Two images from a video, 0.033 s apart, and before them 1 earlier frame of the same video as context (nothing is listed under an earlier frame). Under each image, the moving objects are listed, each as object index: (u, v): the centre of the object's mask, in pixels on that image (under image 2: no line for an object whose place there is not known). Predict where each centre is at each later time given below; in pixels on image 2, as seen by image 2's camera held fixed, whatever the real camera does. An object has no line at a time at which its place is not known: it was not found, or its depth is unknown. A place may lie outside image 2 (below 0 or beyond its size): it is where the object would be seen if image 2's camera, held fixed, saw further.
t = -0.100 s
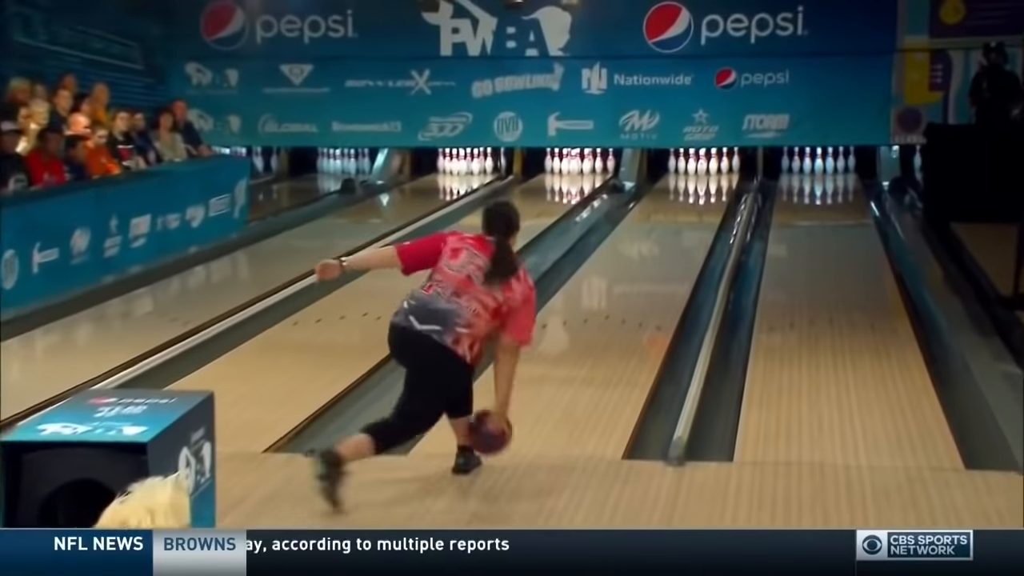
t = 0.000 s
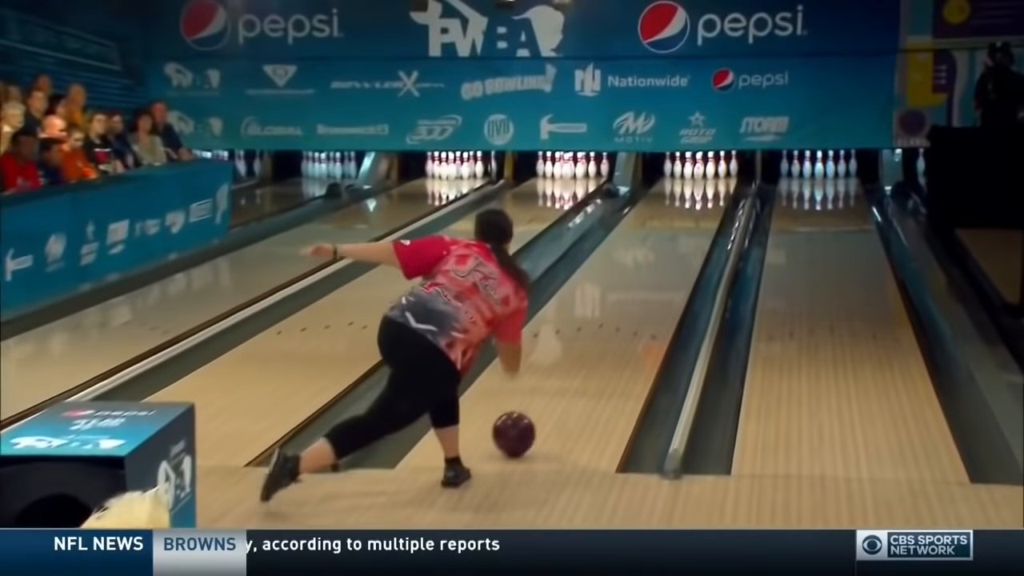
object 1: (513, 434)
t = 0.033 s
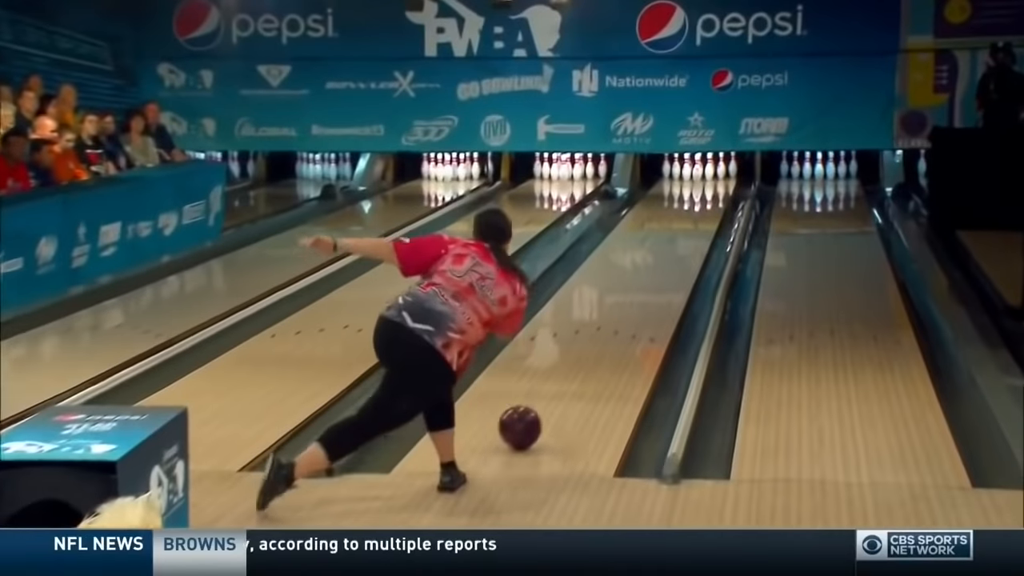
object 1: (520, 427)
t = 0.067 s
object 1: (529, 417)
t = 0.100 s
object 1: (537, 408)
